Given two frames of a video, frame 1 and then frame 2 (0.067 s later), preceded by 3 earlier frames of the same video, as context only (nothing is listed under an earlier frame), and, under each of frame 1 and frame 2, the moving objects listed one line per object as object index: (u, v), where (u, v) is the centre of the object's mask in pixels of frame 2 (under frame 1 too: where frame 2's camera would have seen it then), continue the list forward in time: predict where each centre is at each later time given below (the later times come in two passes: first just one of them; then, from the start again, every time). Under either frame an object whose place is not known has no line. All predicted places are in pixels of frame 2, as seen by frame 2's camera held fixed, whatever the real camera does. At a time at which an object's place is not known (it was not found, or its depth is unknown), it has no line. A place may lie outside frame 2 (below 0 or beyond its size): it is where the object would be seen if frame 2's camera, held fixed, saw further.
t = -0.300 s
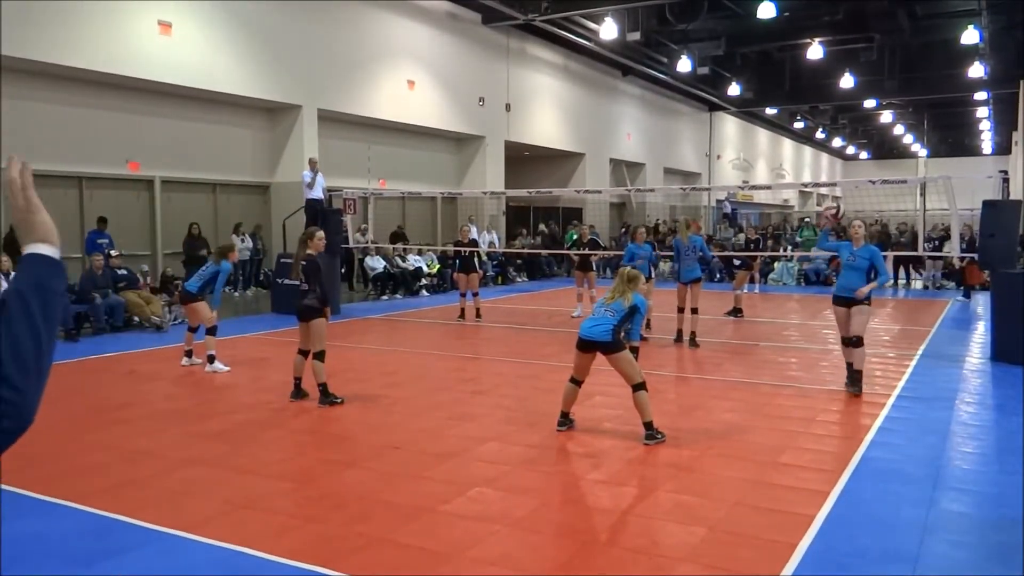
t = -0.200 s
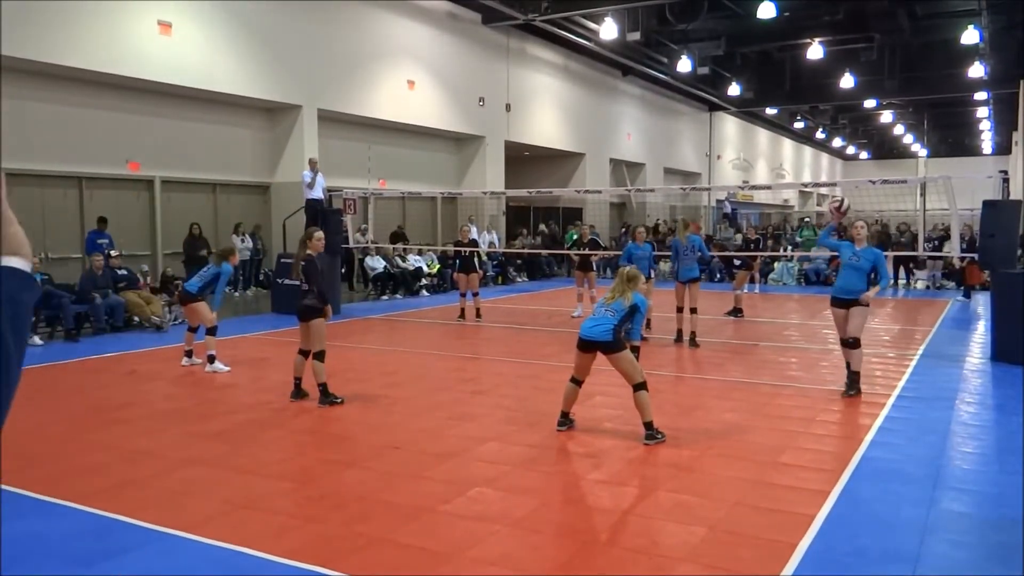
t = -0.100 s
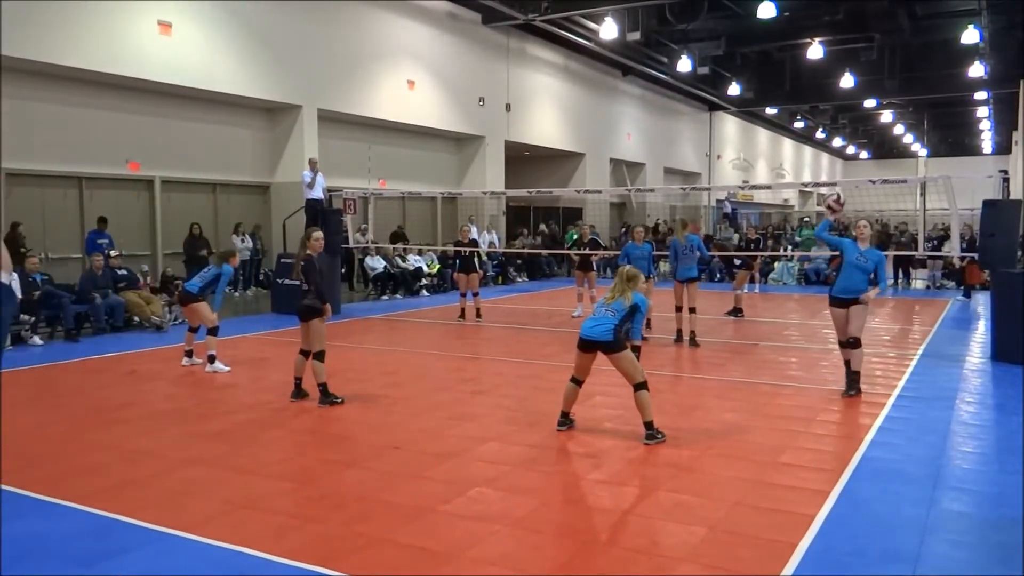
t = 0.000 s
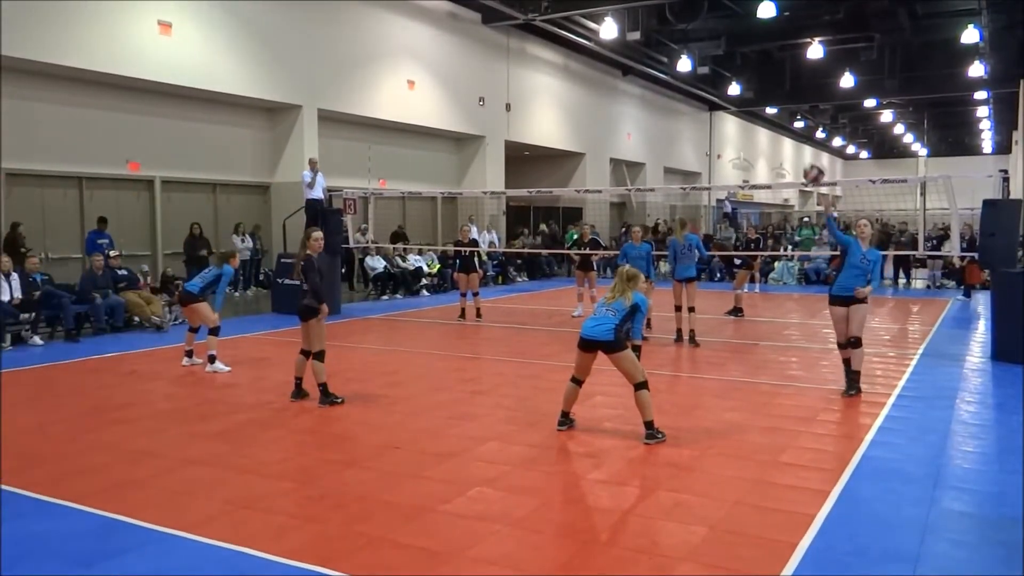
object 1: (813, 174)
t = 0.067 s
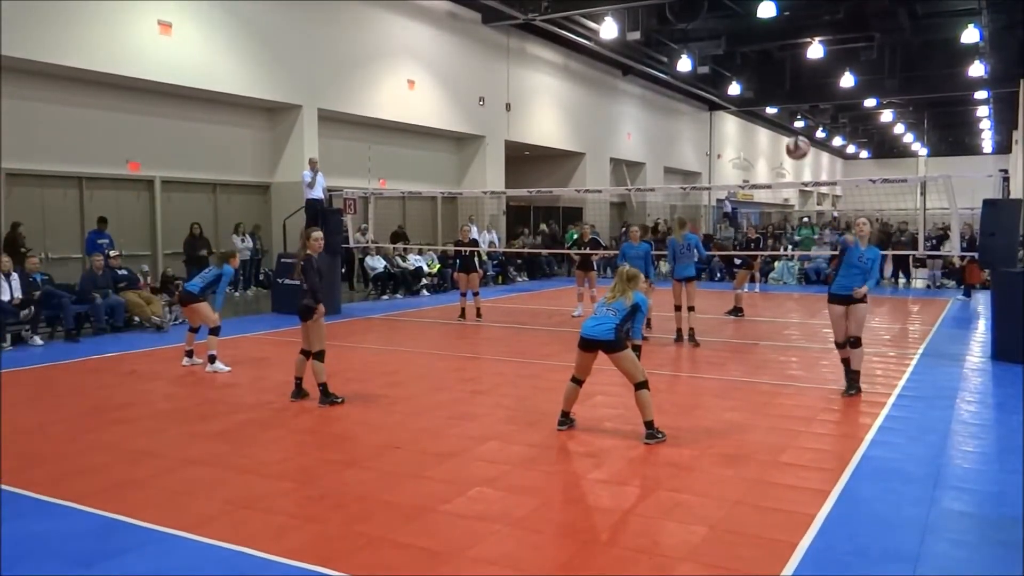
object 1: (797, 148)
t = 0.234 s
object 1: (747, 97)
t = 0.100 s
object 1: (788, 136)
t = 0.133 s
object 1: (779, 125)
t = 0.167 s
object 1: (769, 114)
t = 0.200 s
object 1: (757, 104)
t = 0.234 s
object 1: (747, 97)
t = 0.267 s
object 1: (734, 89)
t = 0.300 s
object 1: (720, 81)
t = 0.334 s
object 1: (706, 75)
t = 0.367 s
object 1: (690, 70)
